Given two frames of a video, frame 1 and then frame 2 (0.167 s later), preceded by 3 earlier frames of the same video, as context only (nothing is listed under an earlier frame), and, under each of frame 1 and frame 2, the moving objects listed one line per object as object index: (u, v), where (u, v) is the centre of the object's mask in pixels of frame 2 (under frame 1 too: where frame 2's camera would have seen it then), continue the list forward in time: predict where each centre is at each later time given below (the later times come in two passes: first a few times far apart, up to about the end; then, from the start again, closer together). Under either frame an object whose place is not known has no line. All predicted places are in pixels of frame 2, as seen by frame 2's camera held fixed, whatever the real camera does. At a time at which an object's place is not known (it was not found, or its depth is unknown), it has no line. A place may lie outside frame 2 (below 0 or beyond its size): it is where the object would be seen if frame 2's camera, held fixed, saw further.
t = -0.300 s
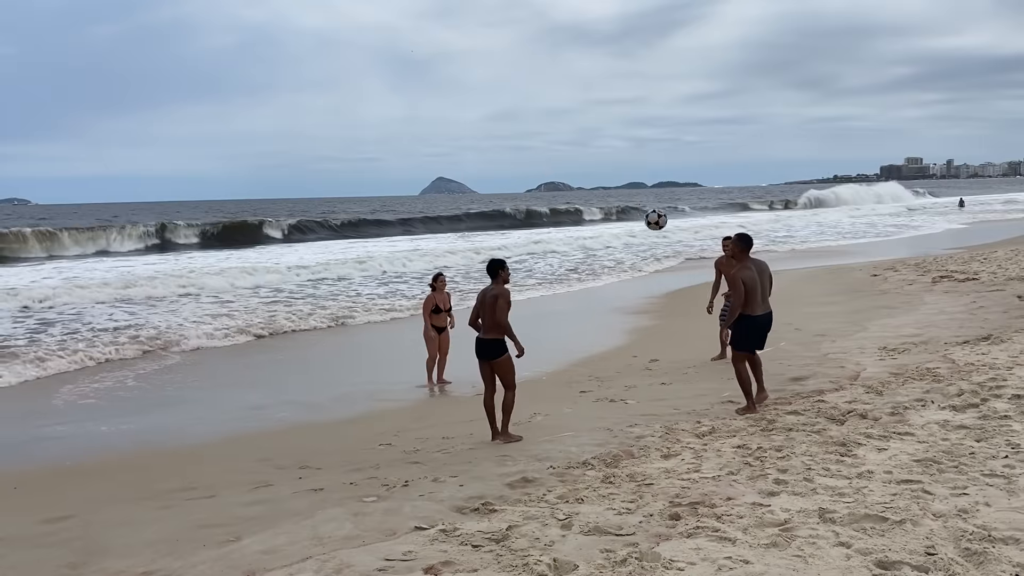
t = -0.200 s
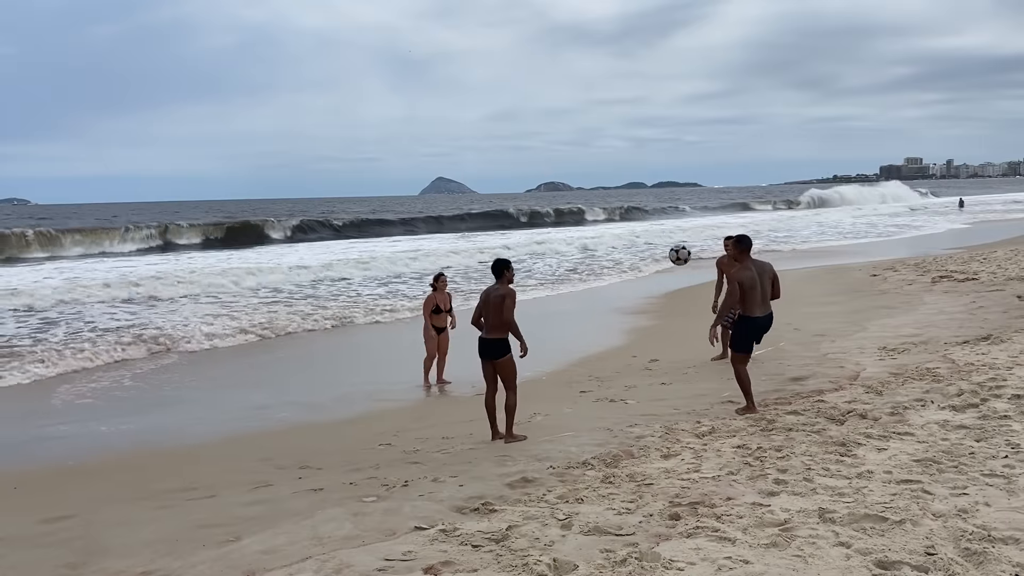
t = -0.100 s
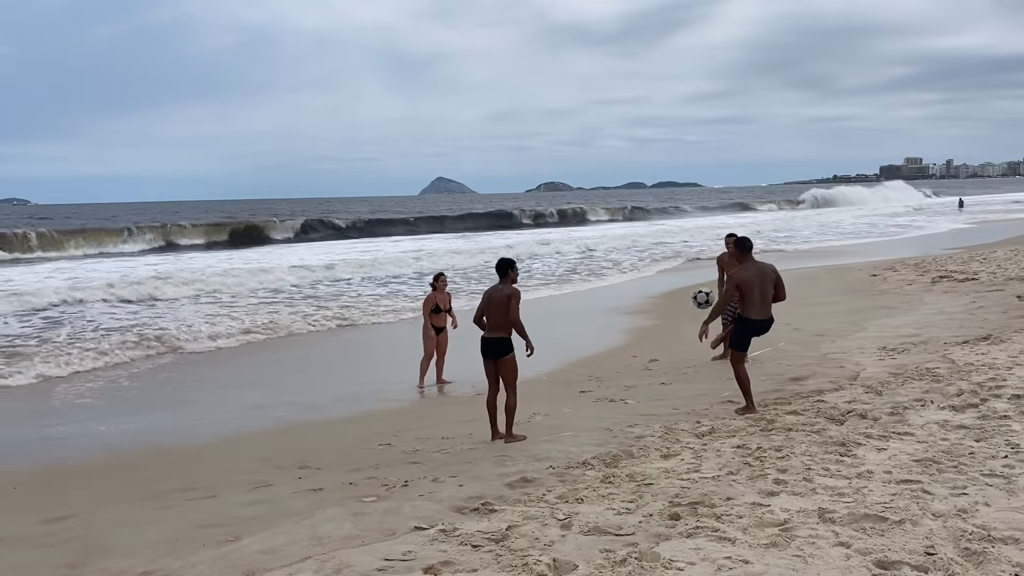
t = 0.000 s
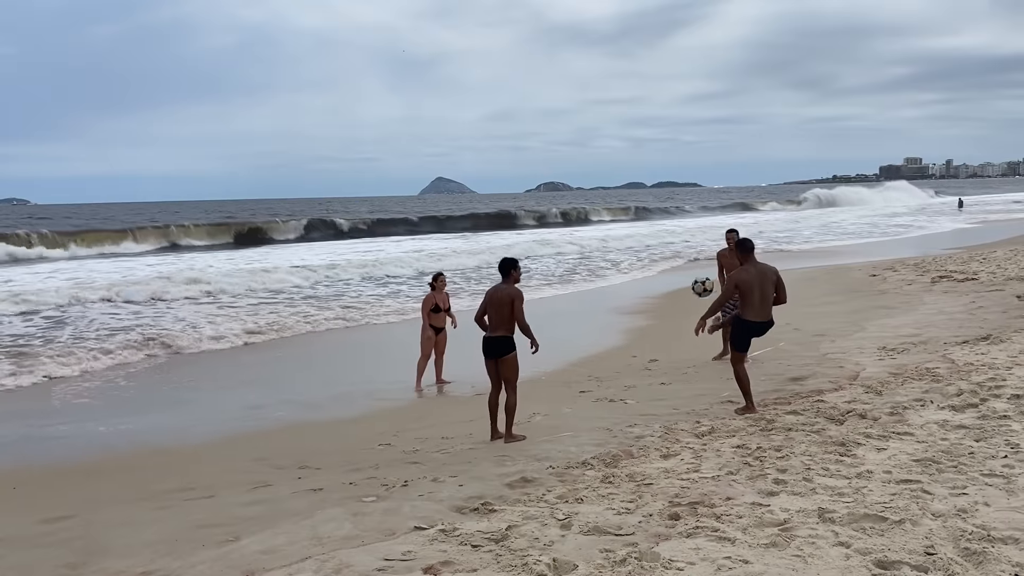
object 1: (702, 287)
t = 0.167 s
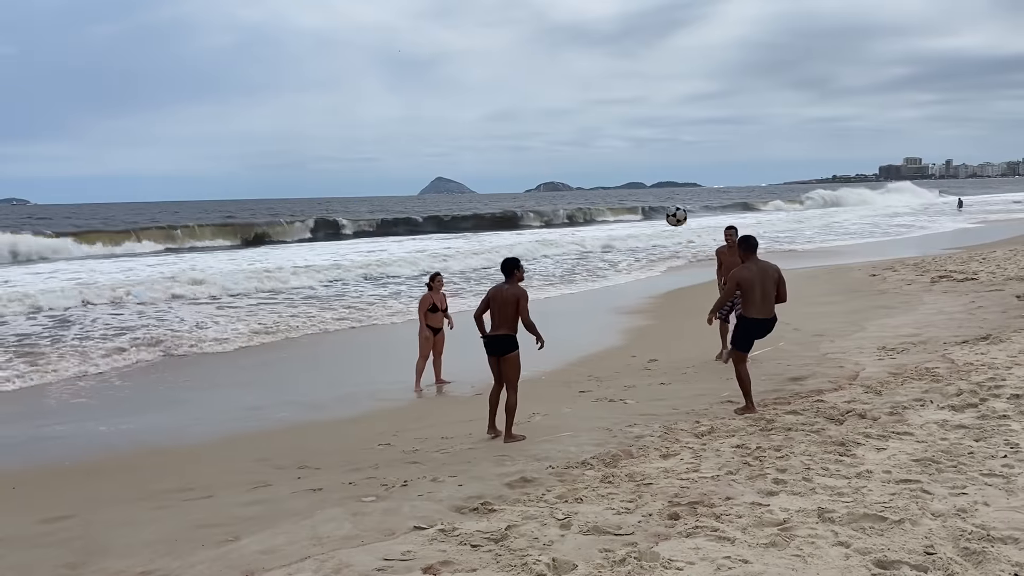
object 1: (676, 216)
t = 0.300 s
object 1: (655, 178)
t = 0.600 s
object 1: (611, 159)
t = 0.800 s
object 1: (581, 195)
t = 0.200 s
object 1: (671, 205)
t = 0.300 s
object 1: (655, 178)
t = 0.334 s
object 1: (651, 172)
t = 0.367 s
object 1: (646, 166)
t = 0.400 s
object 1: (640, 162)
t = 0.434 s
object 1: (636, 158)
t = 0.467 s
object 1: (631, 157)
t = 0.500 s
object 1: (625, 156)
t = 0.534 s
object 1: (620, 156)
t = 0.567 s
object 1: (616, 157)
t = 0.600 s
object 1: (611, 159)
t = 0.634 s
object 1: (606, 162)
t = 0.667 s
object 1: (601, 167)
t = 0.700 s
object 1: (596, 172)
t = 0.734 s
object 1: (591, 179)
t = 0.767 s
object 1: (587, 186)
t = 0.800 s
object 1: (581, 195)
